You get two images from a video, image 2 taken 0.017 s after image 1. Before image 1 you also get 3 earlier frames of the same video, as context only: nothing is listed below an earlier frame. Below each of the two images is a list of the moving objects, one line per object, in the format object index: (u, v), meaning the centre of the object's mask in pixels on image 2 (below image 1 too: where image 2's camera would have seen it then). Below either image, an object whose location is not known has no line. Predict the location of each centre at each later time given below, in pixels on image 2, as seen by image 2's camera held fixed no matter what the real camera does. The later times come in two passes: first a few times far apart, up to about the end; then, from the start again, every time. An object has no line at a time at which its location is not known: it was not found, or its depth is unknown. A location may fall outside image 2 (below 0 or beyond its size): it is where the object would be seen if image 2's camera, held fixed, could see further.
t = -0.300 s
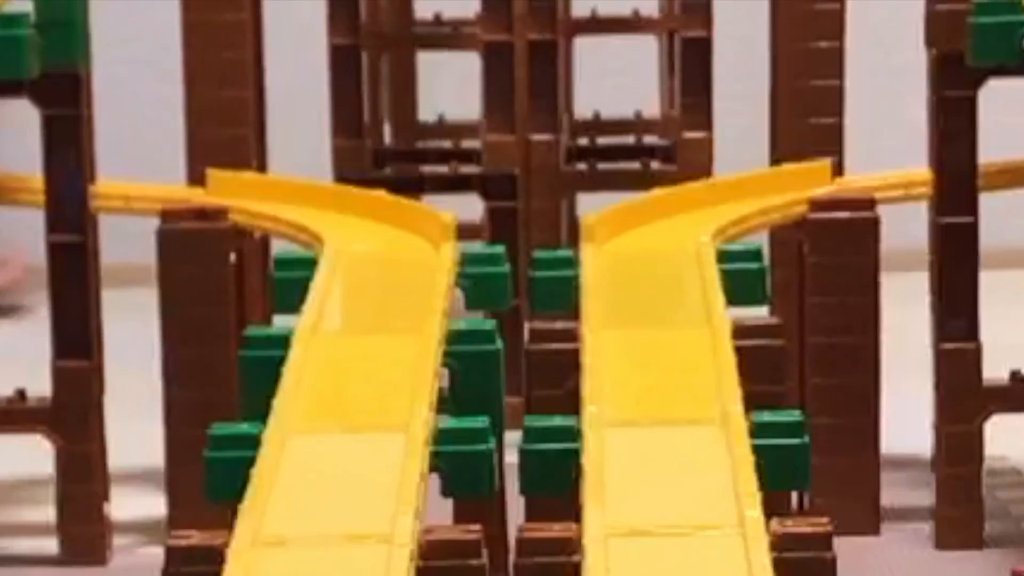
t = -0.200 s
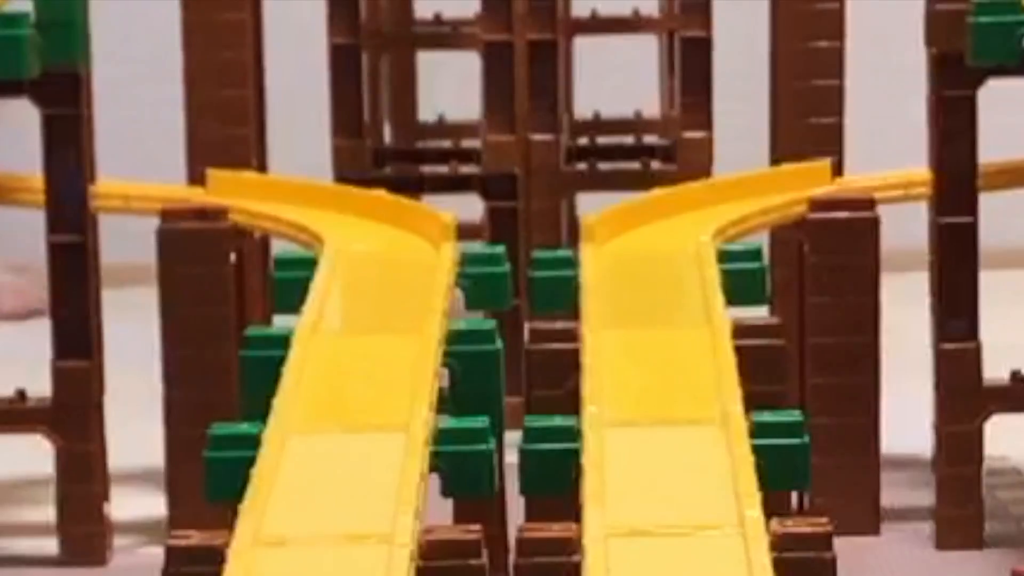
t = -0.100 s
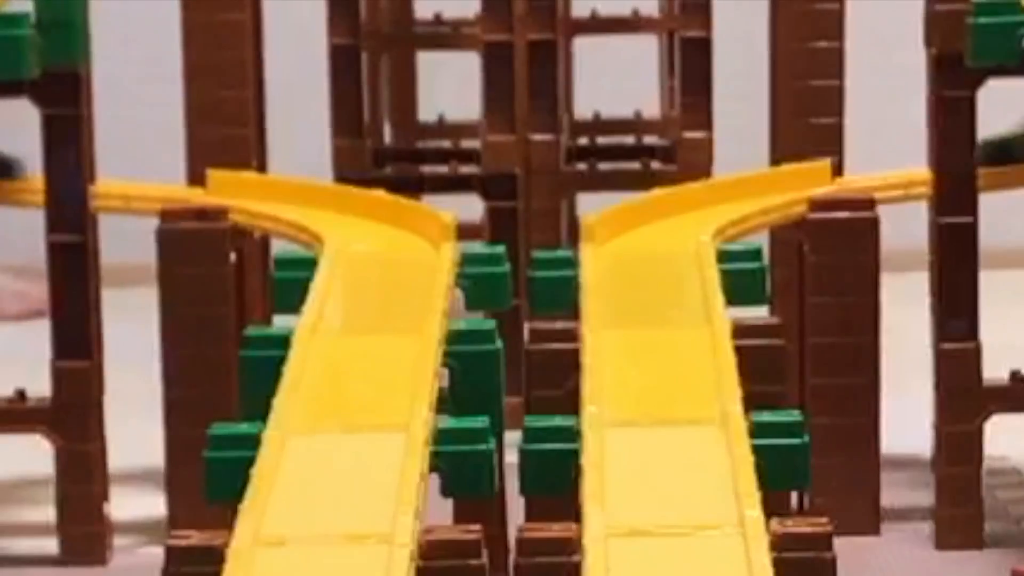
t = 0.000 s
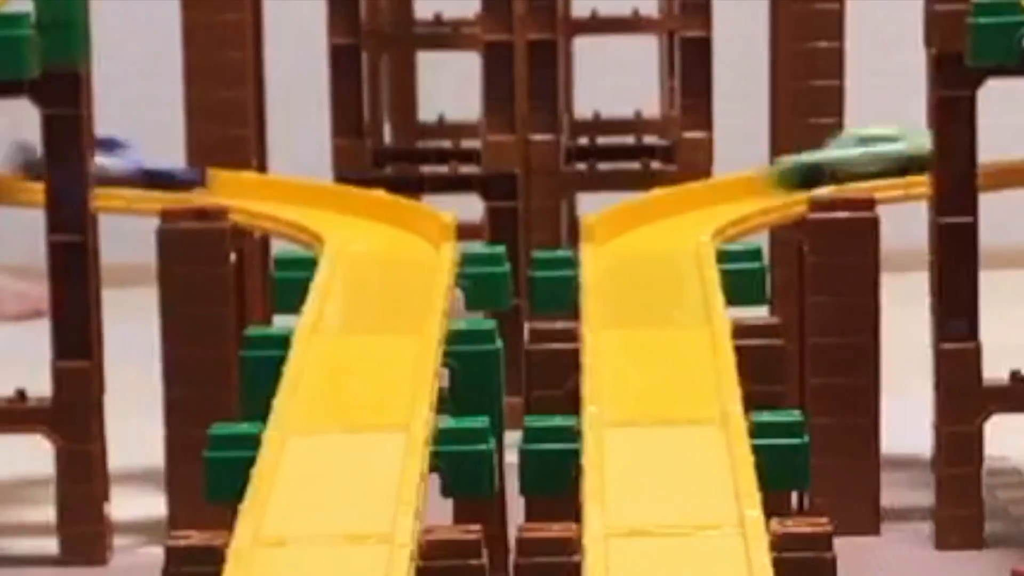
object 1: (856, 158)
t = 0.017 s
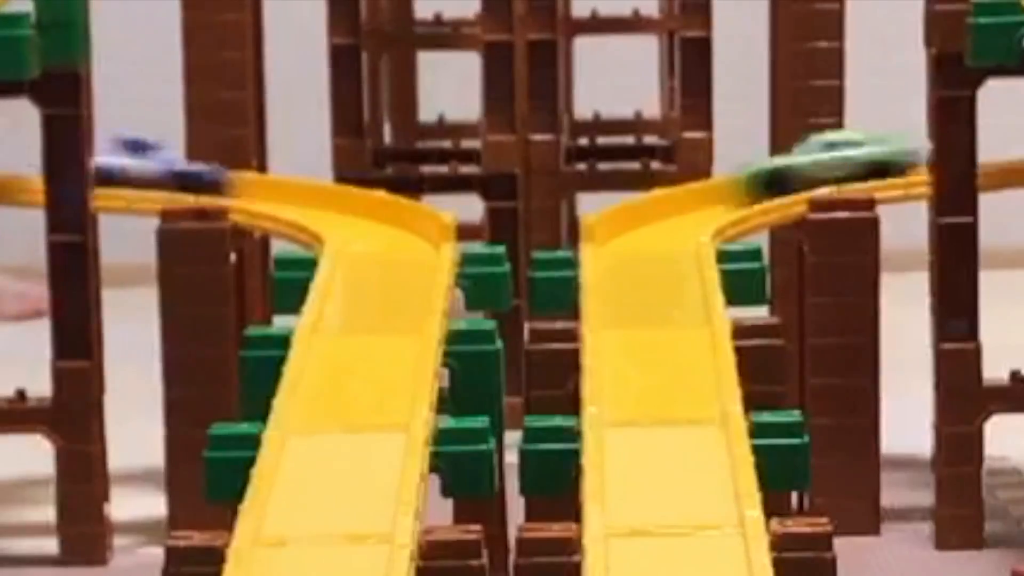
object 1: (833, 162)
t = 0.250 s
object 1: (640, 236)
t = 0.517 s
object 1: (662, 322)
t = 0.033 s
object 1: (805, 167)
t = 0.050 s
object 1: (775, 171)
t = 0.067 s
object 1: (754, 175)
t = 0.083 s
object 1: (735, 180)
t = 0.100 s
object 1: (715, 186)
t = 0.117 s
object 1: (696, 194)
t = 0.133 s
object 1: (680, 202)
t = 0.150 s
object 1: (669, 207)
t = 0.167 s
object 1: (660, 213)
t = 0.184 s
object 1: (651, 218)
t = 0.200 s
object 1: (643, 224)
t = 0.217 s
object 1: (642, 230)
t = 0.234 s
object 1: (640, 234)
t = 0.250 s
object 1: (640, 236)
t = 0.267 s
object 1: (641, 240)
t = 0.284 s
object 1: (642, 244)
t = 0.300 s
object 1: (643, 250)
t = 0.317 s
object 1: (645, 257)
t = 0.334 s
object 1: (645, 262)
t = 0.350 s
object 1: (647, 268)
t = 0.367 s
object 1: (647, 274)
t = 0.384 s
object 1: (648, 279)
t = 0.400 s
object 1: (649, 283)
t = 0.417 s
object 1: (649, 282)
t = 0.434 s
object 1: (649, 291)
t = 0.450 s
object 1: (649, 292)
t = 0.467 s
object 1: (650, 302)
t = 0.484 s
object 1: (653, 306)
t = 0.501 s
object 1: (658, 312)
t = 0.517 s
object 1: (662, 322)
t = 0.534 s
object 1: (663, 332)
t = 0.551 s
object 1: (665, 340)
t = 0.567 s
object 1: (667, 347)
